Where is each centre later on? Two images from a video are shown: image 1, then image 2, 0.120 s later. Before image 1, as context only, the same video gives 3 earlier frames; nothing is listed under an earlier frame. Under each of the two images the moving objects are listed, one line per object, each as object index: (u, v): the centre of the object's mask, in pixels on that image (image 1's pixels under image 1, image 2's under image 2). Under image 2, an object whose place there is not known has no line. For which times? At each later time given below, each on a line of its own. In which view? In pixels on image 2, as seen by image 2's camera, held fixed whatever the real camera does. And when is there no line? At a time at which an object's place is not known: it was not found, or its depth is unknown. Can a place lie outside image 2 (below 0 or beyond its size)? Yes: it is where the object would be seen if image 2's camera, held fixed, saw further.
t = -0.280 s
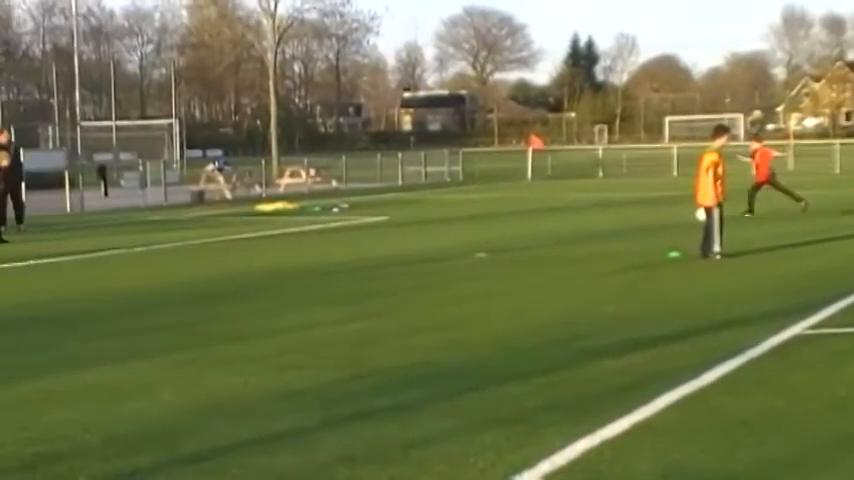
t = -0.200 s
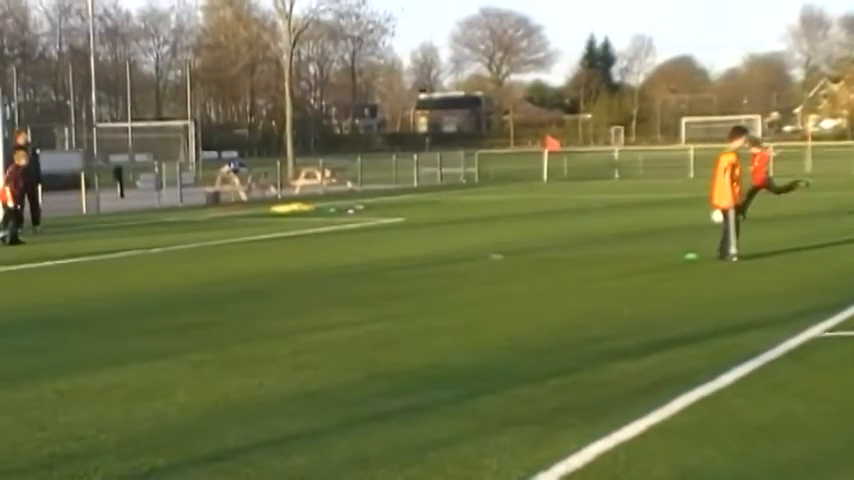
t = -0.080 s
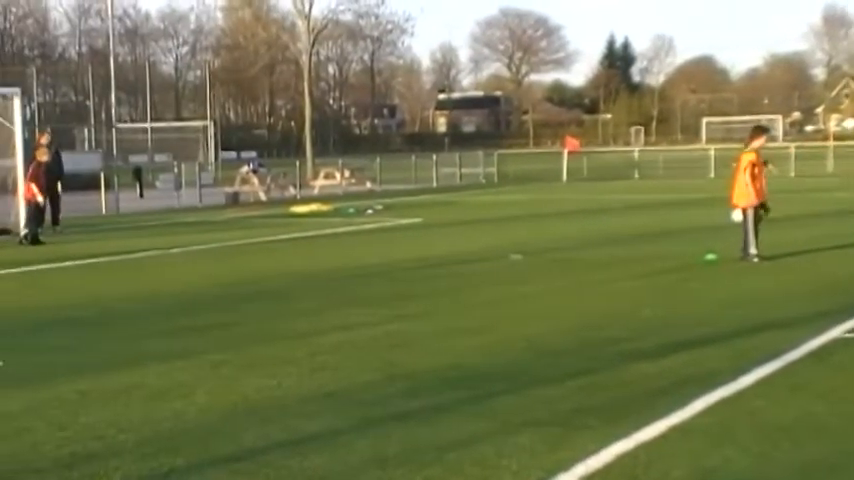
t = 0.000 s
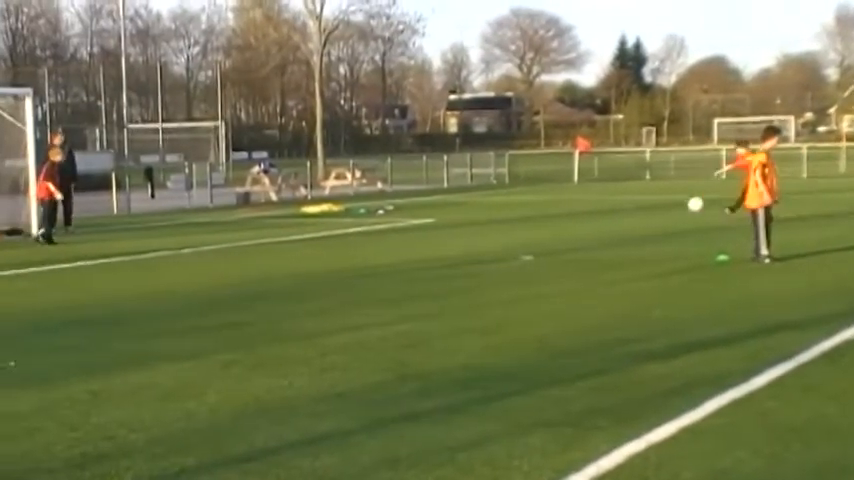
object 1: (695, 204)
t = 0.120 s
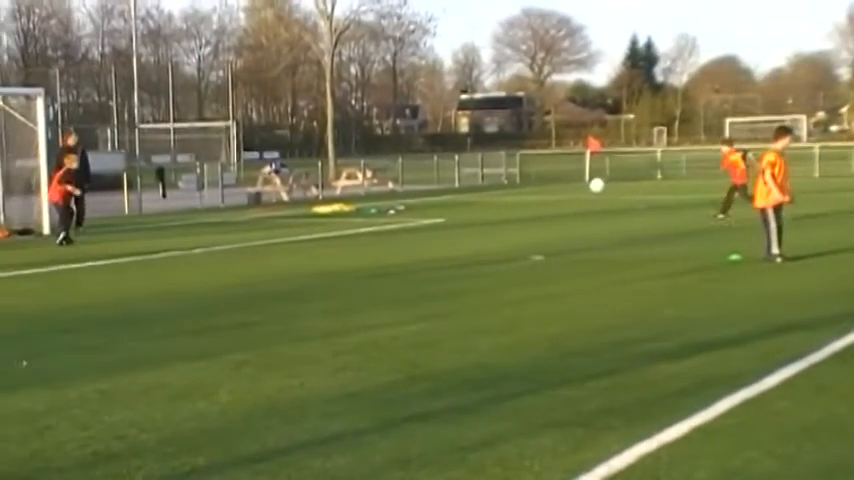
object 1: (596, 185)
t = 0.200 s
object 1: (526, 175)
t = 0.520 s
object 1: (259, 165)
